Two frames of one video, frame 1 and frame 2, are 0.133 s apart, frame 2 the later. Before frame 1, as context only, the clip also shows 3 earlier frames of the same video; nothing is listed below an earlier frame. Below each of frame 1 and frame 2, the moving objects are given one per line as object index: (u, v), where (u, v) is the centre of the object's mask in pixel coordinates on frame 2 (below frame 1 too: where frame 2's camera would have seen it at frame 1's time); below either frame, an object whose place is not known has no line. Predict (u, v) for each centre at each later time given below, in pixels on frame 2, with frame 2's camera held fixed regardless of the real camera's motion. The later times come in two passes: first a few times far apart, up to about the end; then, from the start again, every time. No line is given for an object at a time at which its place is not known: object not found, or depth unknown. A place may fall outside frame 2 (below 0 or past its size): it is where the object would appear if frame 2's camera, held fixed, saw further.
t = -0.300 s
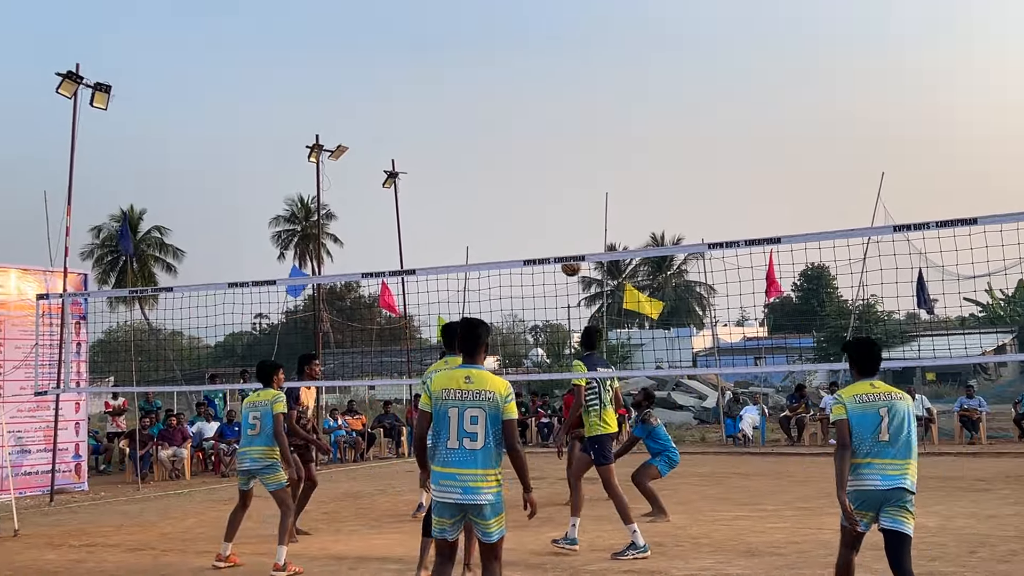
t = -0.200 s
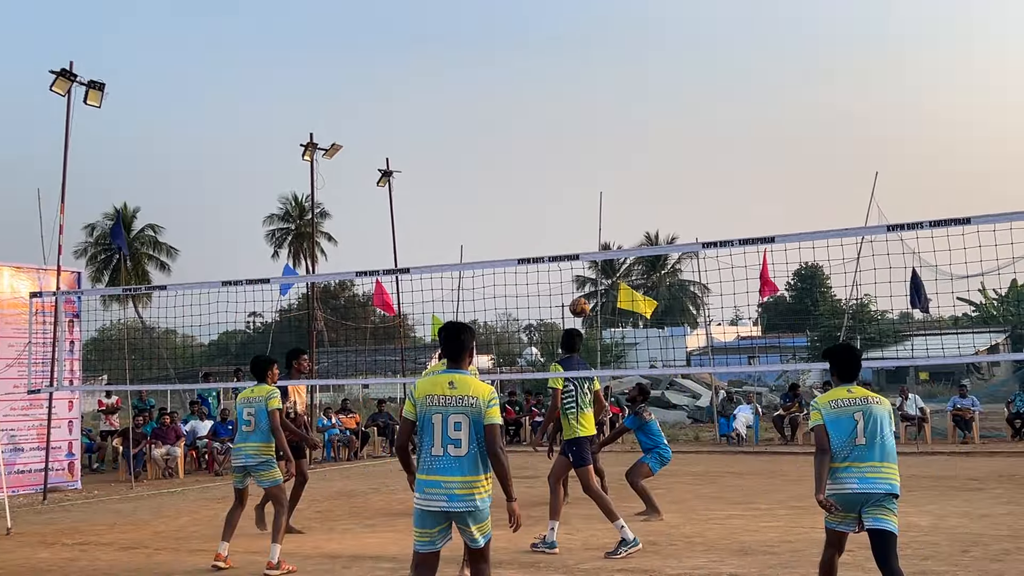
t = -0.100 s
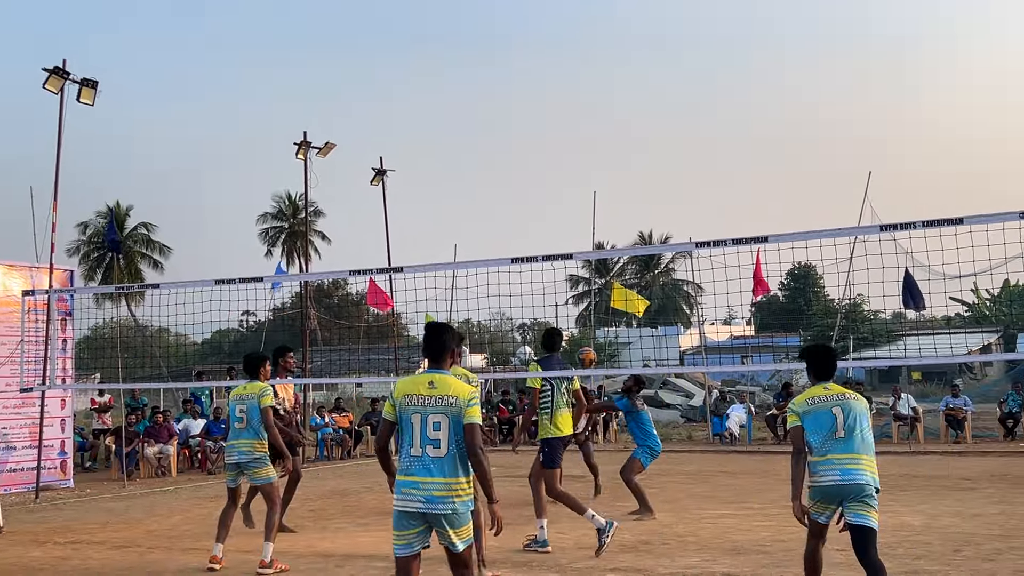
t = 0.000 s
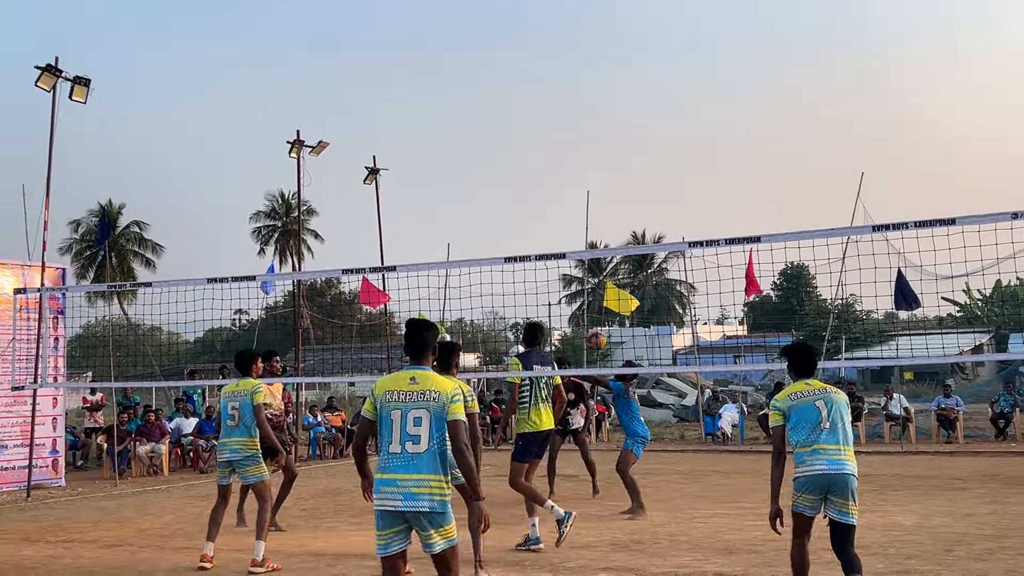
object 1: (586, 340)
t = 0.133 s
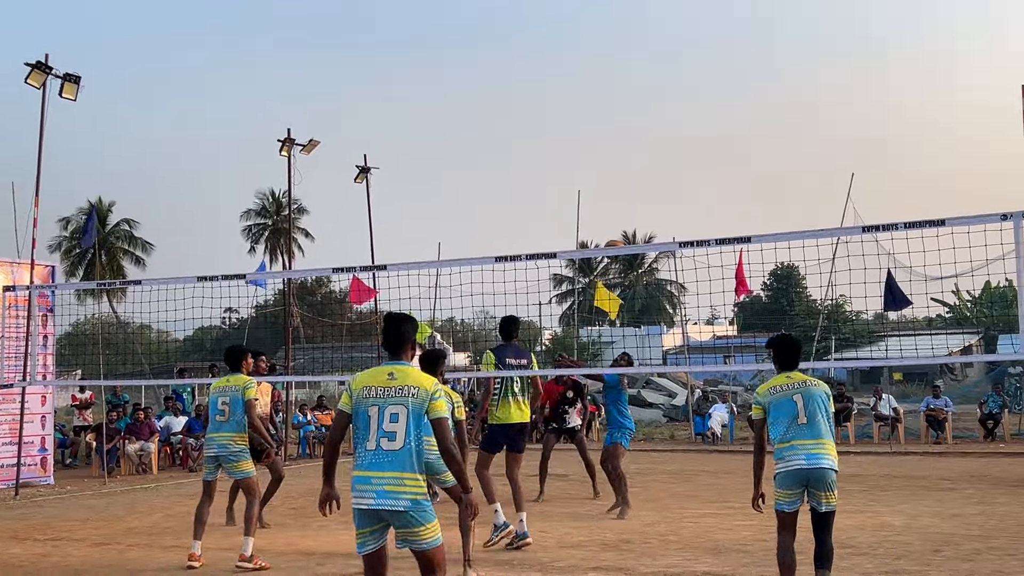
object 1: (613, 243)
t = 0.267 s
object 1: (642, 174)
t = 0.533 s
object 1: (706, 66)
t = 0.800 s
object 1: (779, 25)
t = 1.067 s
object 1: (864, 60)
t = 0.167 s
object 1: (620, 230)
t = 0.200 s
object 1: (627, 210)
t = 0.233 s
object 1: (635, 191)
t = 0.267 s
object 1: (642, 174)
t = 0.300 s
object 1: (650, 157)
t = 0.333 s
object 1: (658, 141)
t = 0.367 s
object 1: (665, 126)
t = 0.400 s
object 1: (673, 112)
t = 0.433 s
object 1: (681, 99)
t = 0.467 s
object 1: (689, 87)
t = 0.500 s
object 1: (697, 76)
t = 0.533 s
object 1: (706, 66)
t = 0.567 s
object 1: (715, 57)
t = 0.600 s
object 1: (723, 49)
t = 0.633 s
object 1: (732, 42)
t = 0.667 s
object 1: (742, 36)
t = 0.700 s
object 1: (751, 31)
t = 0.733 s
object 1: (760, 28)
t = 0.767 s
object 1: (770, 26)
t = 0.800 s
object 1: (779, 25)
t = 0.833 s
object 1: (789, 25)
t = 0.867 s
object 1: (799, 25)
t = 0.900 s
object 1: (809, 28)
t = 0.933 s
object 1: (820, 31)
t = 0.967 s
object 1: (831, 36)
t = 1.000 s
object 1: (842, 43)
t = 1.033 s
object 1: (853, 51)
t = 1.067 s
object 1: (864, 60)
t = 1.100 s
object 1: (874, 71)
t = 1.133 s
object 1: (886, 83)
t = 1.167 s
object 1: (897, 97)
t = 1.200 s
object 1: (908, 112)
